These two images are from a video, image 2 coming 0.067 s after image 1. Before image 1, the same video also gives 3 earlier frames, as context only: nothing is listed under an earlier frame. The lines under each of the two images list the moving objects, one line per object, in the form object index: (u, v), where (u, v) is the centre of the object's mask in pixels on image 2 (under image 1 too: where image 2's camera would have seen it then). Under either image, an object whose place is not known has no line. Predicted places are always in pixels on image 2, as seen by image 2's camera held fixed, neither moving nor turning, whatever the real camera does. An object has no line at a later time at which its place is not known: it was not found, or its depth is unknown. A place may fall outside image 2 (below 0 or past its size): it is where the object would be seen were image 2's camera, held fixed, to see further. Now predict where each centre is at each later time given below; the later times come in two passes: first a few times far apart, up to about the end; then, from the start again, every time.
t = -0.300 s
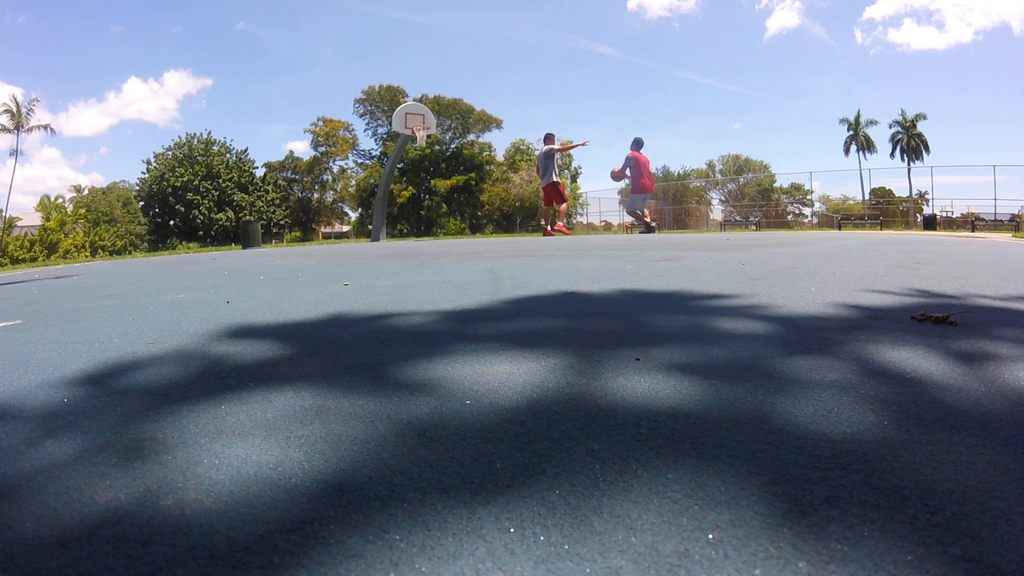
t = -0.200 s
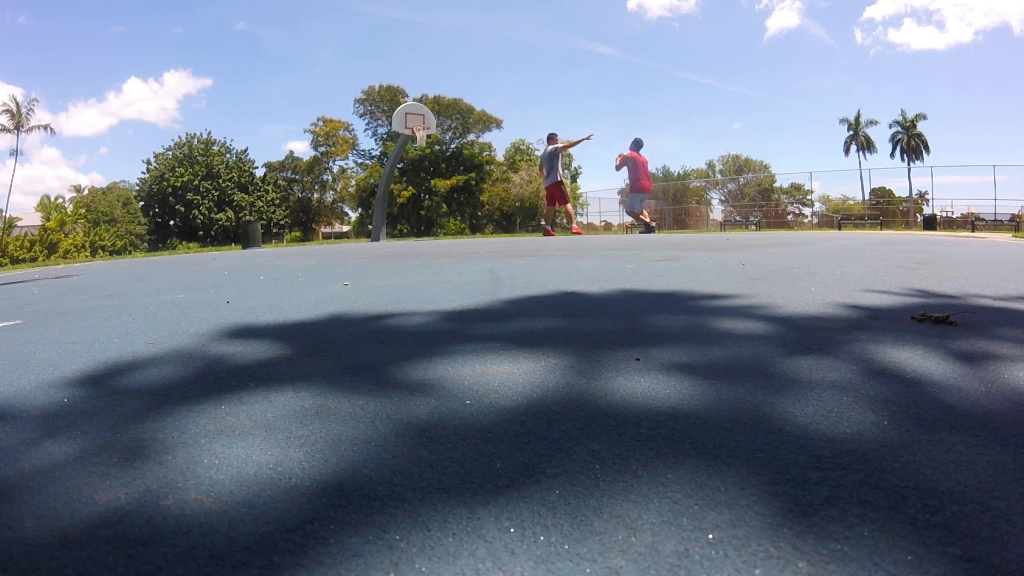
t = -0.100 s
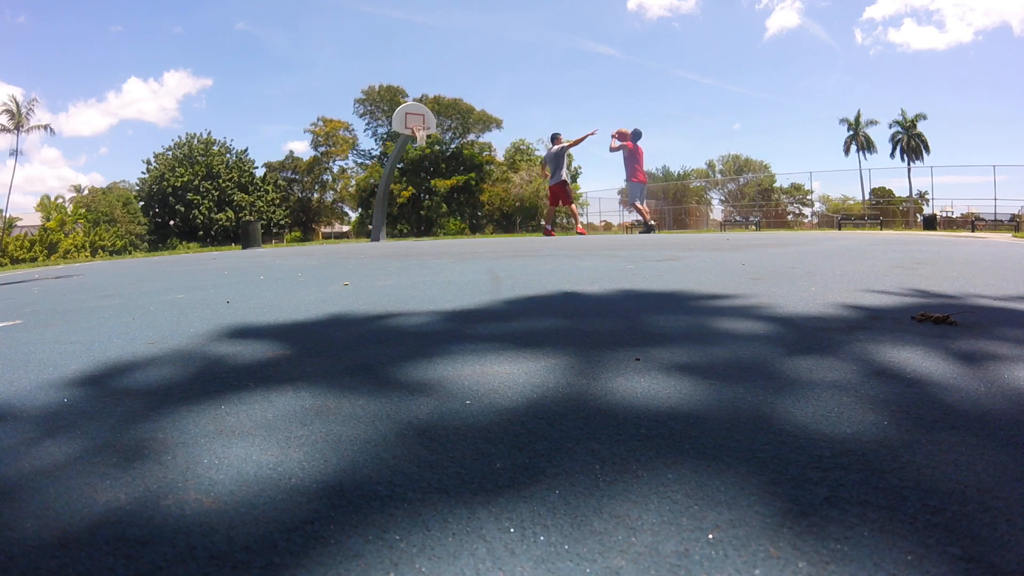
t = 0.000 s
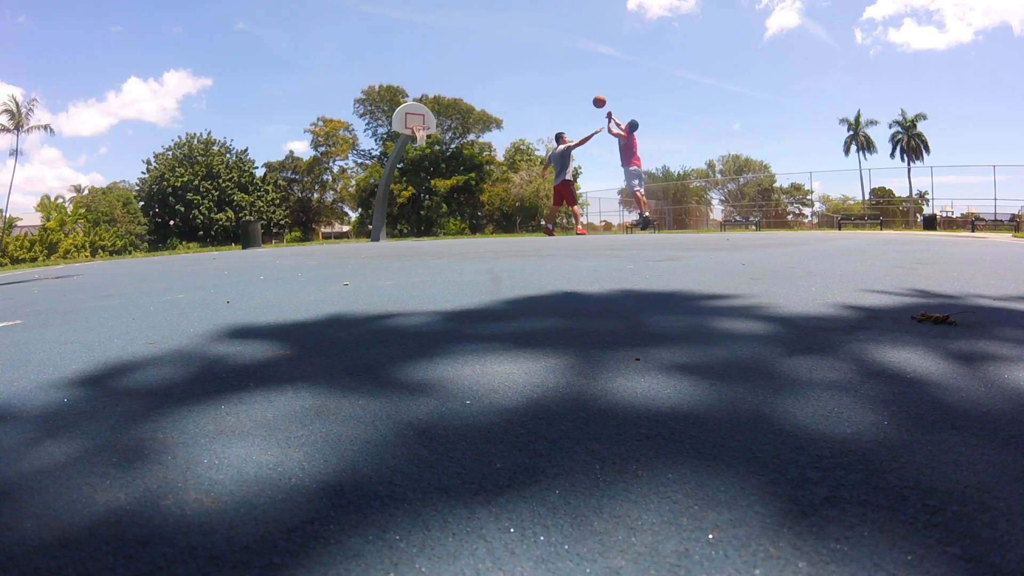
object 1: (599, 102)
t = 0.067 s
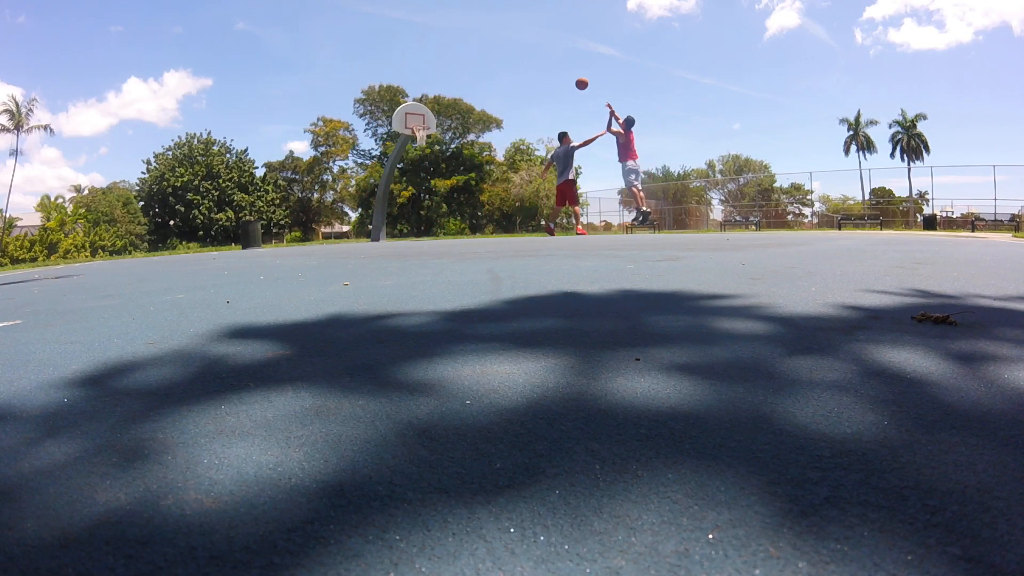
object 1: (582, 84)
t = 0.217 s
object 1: (547, 56)
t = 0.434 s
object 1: (506, 41)
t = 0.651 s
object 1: (473, 48)
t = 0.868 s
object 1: (445, 70)
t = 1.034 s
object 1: (428, 96)
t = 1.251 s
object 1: (424, 124)
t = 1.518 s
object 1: (425, 121)
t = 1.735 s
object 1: (430, 120)
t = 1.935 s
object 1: (434, 125)
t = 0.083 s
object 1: (577, 80)
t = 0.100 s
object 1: (573, 76)
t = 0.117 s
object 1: (569, 73)
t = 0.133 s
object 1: (565, 69)
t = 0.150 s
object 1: (561, 66)
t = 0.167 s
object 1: (557, 64)
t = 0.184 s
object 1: (554, 61)
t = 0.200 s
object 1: (550, 59)
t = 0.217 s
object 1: (547, 56)
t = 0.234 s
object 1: (543, 54)
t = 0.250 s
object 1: (540, 52)
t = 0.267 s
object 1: (536, 51)
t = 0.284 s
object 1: (533, 49)
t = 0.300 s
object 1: (530, 48)
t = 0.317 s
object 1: (526, 47)
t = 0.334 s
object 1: (523, 45)
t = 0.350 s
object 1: (520, 44)
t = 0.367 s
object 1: (517, 44)
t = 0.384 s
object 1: (514, 43)
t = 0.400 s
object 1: (511, 42)
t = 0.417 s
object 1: (508, 42)
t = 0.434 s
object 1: (506, 41)
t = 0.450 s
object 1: (503, 41)
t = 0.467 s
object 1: (500, 41)
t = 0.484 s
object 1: (497, 41)
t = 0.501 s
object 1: (495, 42)
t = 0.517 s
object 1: (492, 42)
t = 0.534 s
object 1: (490, 42)
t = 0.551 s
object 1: (487, 43)
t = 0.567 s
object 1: (485, 43)
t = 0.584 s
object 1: (482, 44)
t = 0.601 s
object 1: (480, 45)
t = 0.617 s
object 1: (477, 46)
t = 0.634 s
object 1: (475, 47)
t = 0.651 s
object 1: (473, 48)
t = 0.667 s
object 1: (470, 49)
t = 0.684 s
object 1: (468, 50)
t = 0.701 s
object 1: (466, 52)
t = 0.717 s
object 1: (464, 53)
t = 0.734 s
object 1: (462, 55)
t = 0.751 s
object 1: (460, 56)
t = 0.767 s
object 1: (457, 58)
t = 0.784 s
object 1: (455, 60)
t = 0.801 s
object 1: (453, 62)
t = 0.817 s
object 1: (451, 64)
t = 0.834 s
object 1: (449, 66)
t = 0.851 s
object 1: (447, 68)
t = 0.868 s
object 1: (445, 70)
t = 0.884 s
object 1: (444, 72)
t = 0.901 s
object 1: (442, 75)
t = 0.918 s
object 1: (440, 77)
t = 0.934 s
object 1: (438, 79)
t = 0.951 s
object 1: (436, 82)
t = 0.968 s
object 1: (434, 85)
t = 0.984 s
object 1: (433, 87)
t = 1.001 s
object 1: (431, 90)
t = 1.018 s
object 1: (429, 93)
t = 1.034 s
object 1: (428, 96)
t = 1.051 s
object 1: (426, 98)
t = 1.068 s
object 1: (425, 102)
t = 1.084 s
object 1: (423, 105)
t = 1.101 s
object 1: (421, 108)
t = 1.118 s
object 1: (420, 111)
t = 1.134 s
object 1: (421, 113)
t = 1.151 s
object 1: (422, 115)
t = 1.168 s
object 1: (423, 117)
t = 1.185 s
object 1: (424, 119)
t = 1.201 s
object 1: (424, 121)
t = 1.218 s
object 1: (426, 123)
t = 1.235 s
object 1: (426, 125)
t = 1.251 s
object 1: (424, 124)
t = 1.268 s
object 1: (422, 124)
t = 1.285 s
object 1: (419, 124)
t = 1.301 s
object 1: (418, 124)
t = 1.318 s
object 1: (418, 124)
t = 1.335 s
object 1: (419, 123)
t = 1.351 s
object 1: (420, 123)
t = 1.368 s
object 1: (420, 123)
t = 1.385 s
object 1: (421, 123)
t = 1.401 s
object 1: (422, 123)
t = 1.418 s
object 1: (422, 123)
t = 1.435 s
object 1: (423, 123)
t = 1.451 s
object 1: (424, 122)
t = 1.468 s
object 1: (424, 122)
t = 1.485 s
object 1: (425, 122)
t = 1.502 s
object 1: (425, 122)
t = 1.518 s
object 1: (425, 121)
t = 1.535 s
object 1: (426, 121)
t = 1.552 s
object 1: (427, 121)
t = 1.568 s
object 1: (427, 121)
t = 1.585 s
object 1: (427, 121)
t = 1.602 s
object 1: (428, 121)
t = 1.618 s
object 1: (428, 122)
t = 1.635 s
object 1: (429, 122)
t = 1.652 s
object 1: (429, 122)
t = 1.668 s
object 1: (429, 121)
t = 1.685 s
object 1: (430, 121)
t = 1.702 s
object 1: (430, 120)
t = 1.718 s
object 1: (430, 120)
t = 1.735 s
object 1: (430, 120)
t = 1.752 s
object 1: (431, 119)
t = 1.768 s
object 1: (431, 120)
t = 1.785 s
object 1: (431, 120)
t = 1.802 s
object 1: (431, 120)
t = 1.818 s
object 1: (432, 120)
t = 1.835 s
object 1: (432, 121)
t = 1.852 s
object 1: (432, 121)
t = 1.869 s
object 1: (433, 122)
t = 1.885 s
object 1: (433, 122)
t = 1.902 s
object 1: (433, 123)
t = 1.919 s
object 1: (433, 124)
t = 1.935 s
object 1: (434, 125)
